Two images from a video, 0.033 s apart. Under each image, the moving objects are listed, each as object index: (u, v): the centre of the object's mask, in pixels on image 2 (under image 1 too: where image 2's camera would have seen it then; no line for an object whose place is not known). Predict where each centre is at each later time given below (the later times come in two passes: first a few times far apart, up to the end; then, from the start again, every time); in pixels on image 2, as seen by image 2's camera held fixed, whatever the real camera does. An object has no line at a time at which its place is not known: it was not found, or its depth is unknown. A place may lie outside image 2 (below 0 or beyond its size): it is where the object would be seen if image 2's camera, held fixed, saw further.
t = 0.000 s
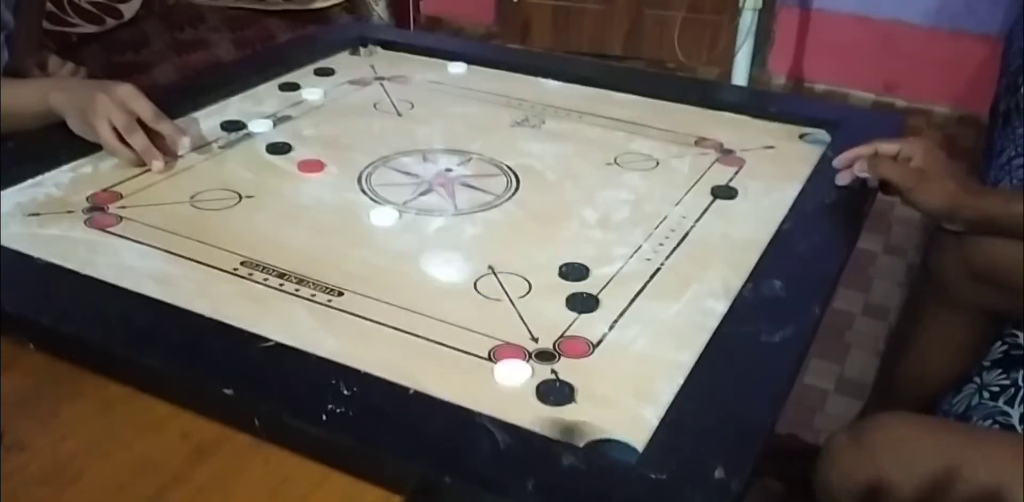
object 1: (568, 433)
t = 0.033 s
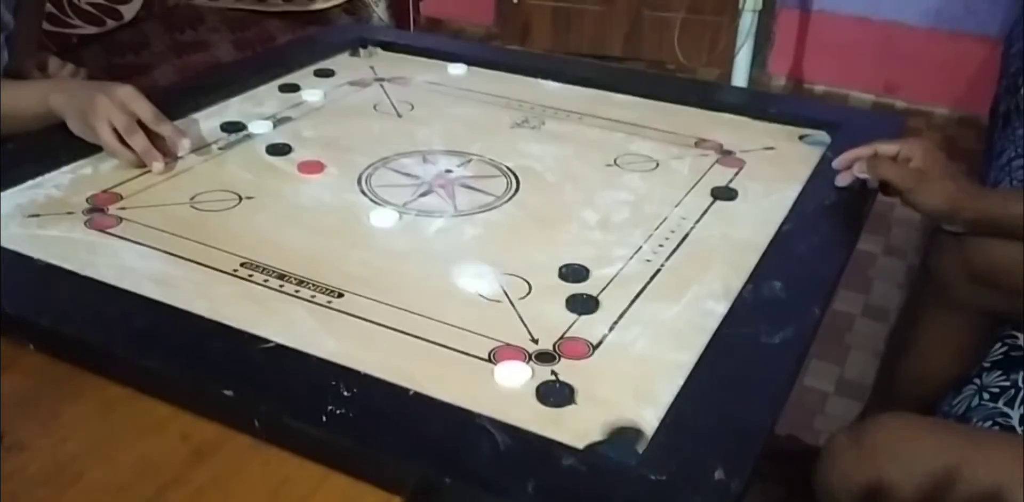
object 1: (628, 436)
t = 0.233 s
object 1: (597, 388)
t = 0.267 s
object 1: (598, 388)
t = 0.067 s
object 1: (602, 414)
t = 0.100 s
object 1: (592, 402)
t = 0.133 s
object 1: (595, 396)
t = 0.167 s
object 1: (596, 392)
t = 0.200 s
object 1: (597, 389)
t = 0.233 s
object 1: (597, 388)
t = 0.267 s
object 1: (598, 388)
